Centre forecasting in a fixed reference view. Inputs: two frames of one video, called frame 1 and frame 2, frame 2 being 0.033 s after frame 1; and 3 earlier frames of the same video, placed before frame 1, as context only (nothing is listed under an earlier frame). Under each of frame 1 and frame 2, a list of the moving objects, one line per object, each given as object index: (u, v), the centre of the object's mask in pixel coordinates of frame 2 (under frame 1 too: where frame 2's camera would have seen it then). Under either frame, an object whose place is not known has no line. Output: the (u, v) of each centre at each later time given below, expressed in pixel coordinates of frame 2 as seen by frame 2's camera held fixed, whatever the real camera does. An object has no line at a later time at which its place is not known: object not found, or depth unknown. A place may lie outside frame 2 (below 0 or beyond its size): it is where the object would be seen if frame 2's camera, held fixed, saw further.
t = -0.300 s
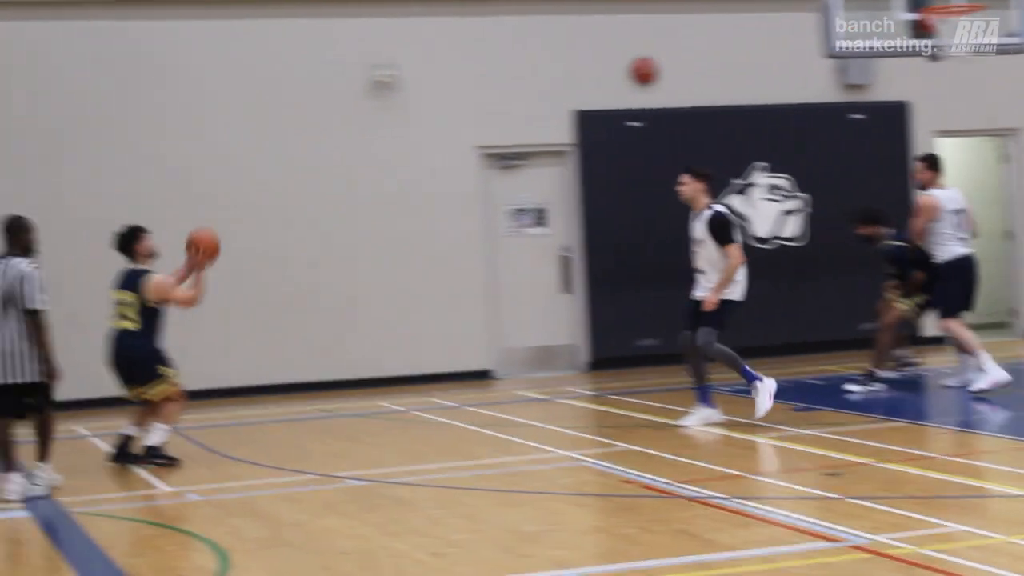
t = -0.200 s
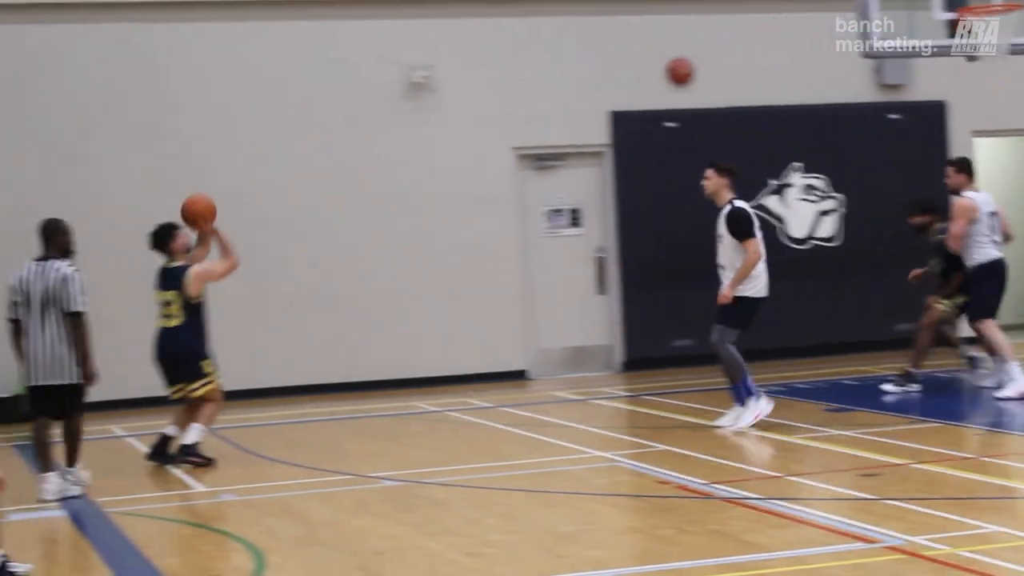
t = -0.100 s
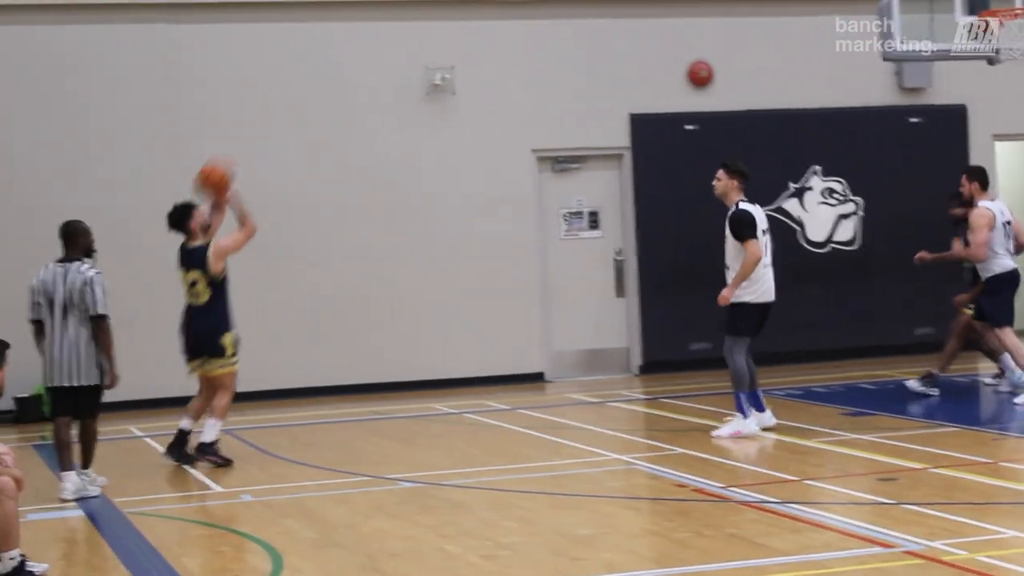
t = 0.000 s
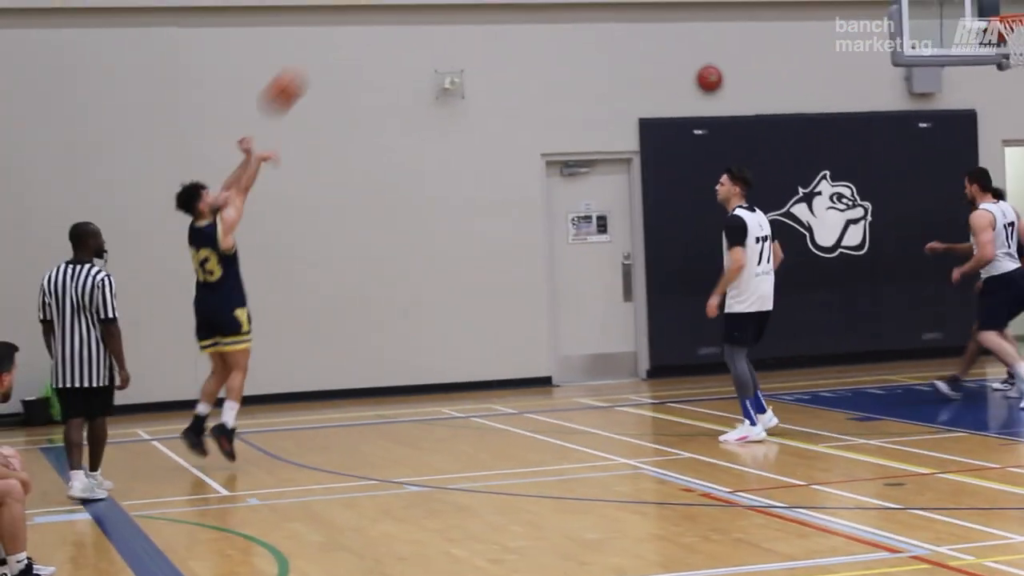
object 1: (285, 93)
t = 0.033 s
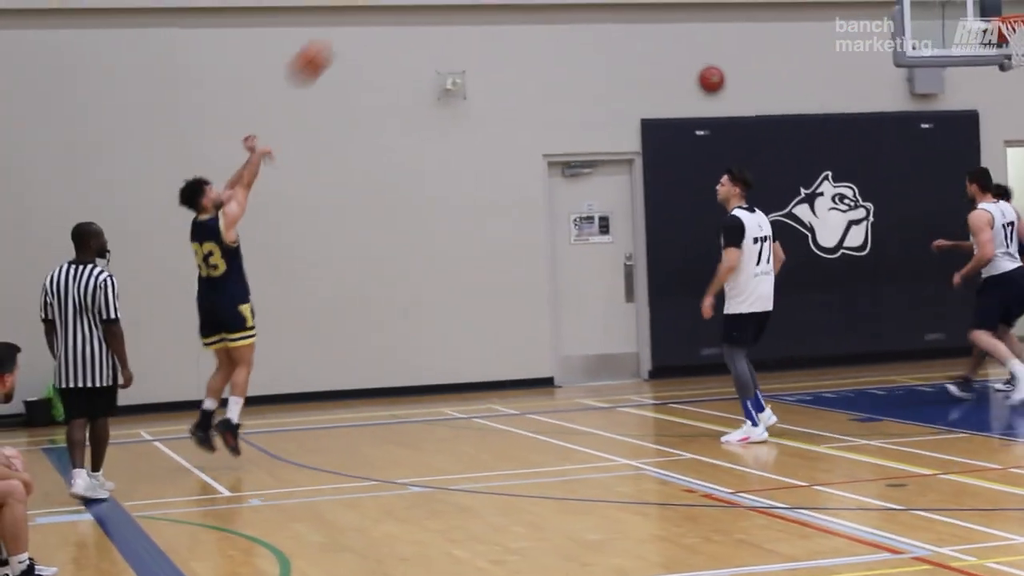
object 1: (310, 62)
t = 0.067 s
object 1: (337, 33)
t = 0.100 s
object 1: (362, 9)
